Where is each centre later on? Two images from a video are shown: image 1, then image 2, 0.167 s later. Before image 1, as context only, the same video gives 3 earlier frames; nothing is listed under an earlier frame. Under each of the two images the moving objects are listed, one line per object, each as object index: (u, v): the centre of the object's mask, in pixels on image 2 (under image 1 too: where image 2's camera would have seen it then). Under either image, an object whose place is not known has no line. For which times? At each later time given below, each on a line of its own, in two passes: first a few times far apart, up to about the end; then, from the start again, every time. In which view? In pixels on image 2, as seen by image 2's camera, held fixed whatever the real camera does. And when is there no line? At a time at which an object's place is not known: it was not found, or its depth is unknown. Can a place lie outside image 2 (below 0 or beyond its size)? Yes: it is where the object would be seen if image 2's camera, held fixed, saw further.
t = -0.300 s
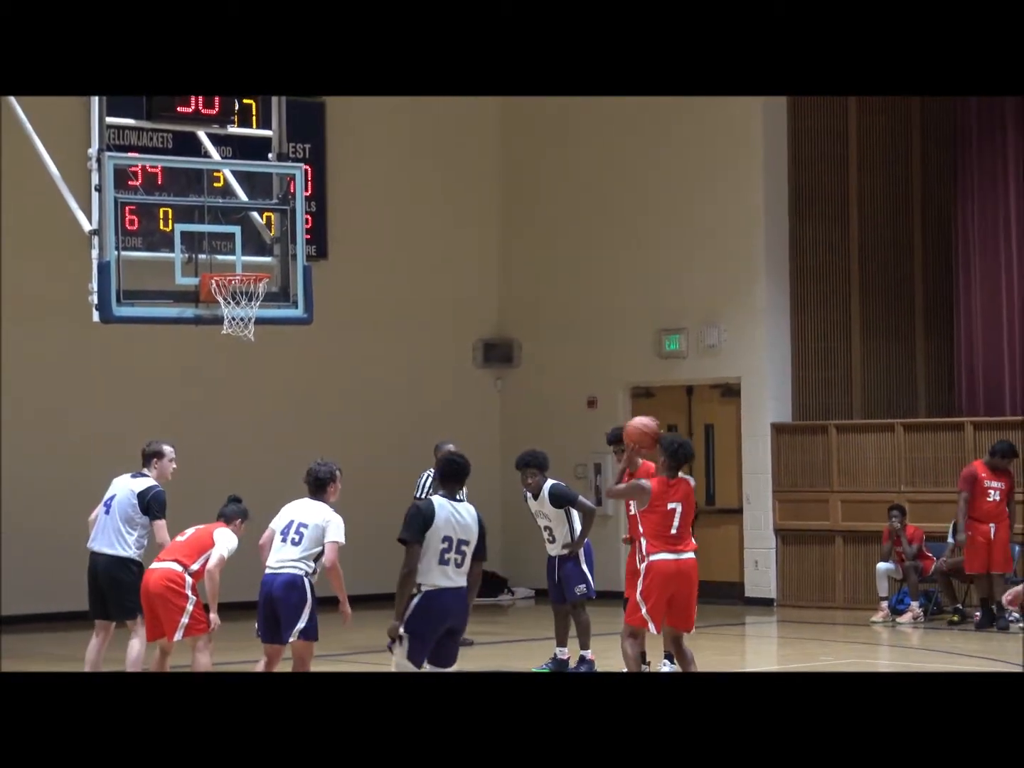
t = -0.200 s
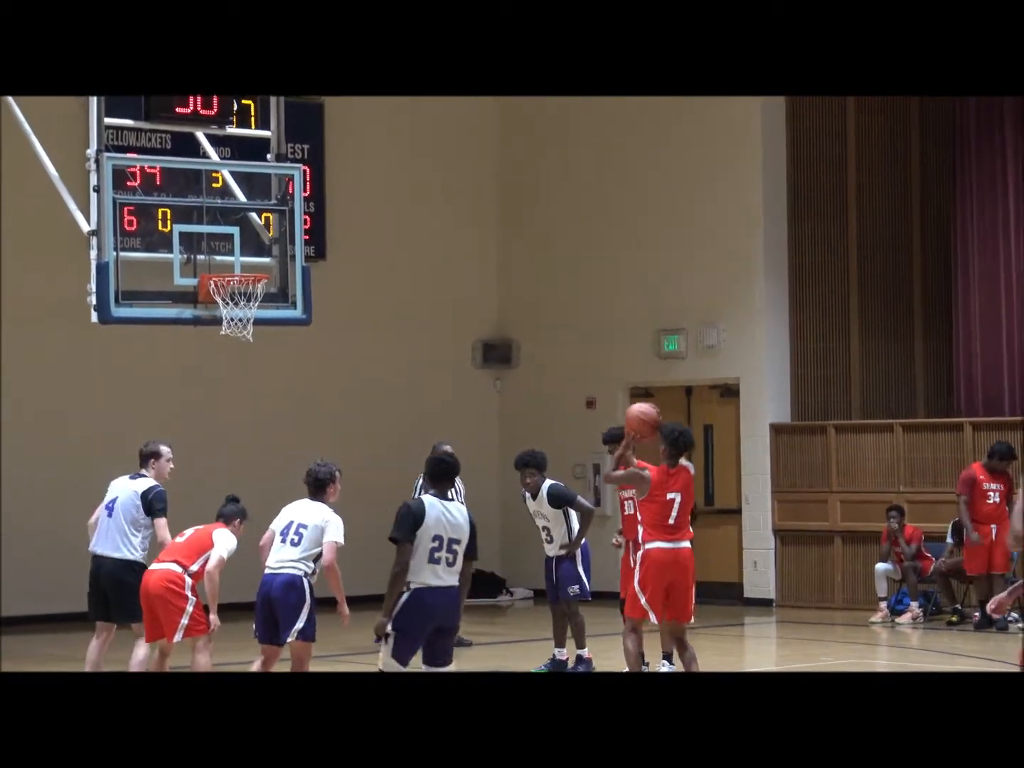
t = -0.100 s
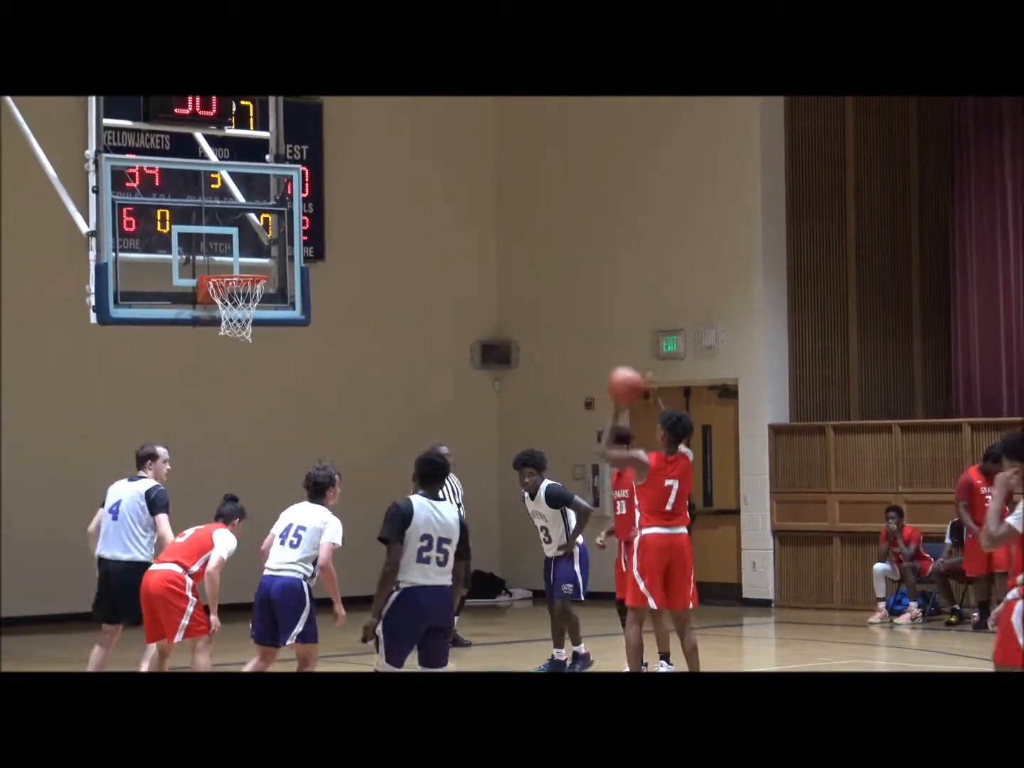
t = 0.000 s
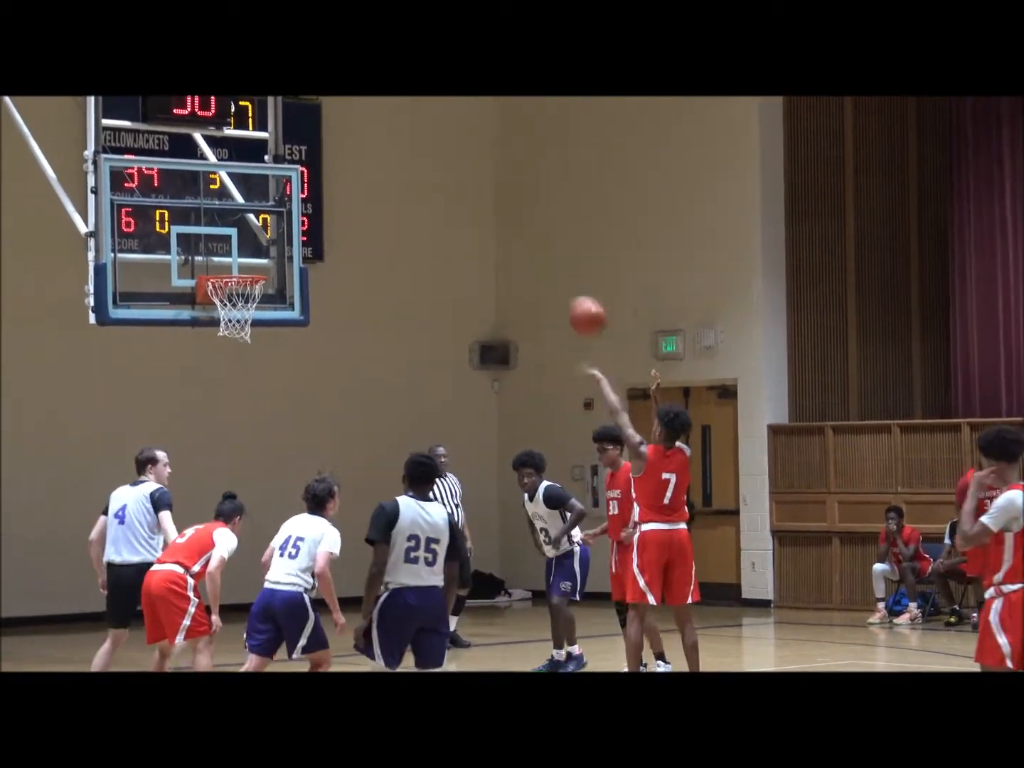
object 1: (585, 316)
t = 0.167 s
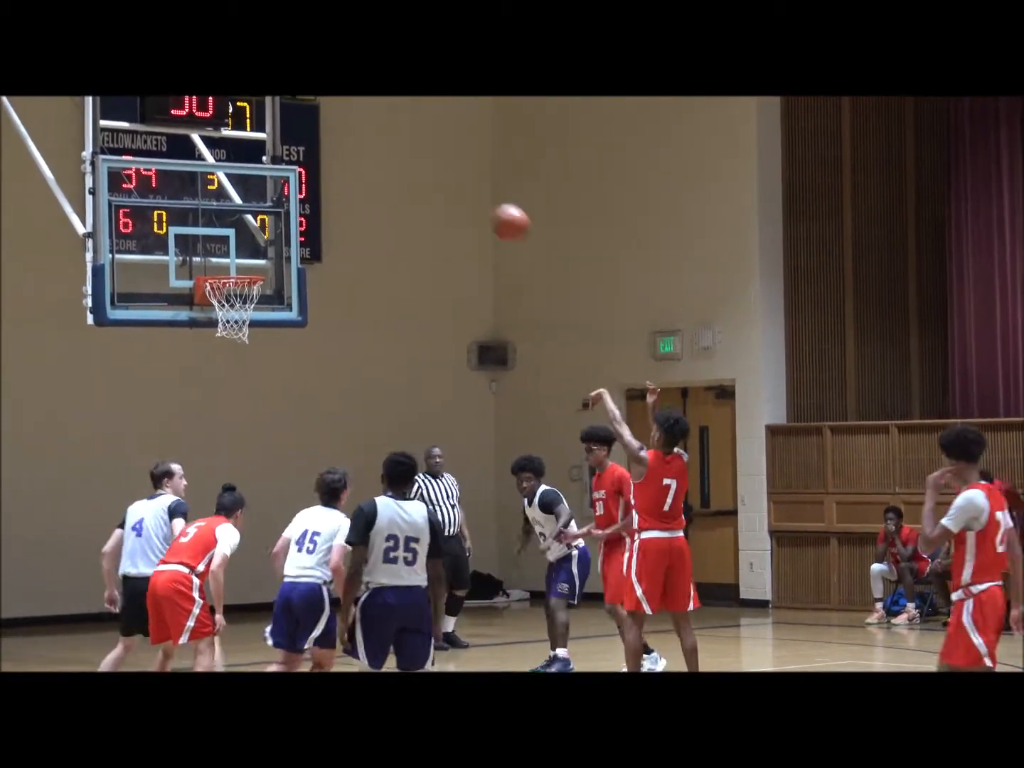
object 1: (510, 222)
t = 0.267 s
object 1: (469, 187)
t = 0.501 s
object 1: (377, 161)
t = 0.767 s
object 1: (281, 218)
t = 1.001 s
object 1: (222, 329)
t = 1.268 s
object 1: (195, 504)
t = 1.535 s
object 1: (176, 621)
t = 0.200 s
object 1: (496, 208)
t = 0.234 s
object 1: (482, 197)
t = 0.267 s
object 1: (469, 187)
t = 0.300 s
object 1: (455, 178)
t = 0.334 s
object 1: (441, 172)
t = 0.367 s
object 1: (428, 167)
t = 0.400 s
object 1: (414, 163)
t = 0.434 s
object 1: (401, 161)
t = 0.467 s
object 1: (389, 160)
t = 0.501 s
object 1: (377, 161)
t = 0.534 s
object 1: (364, 163)
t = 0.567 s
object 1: (351, 167)
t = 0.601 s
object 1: (339, 172)
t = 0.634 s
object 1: (326, 178)
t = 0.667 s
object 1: (316, 187)
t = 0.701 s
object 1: (304, 196)
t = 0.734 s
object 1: (292, 207)
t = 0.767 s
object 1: (281, 218)
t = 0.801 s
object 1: (269, 233)
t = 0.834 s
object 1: (258, 246)
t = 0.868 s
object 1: (248, 261)
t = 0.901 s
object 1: (238, 271)
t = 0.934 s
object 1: (231, 290)
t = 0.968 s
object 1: (225, 309)
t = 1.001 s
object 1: (222, 329)
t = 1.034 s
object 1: (218, 345)
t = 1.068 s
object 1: (215, 363)
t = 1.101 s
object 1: (211, 382)
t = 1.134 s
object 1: (208, 403)
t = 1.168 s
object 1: (204, 427)
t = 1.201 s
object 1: (201, 451)
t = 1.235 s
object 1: (197, 476)
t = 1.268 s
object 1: (195, 504)
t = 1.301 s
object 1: (190, 533)
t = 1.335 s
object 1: (187, 565)
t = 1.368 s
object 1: (184, 598)
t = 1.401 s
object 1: (180, 630)
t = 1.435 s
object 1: (176, 661)
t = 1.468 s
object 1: (175, 662)
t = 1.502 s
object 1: (176, 643)
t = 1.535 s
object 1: (176, 621)
